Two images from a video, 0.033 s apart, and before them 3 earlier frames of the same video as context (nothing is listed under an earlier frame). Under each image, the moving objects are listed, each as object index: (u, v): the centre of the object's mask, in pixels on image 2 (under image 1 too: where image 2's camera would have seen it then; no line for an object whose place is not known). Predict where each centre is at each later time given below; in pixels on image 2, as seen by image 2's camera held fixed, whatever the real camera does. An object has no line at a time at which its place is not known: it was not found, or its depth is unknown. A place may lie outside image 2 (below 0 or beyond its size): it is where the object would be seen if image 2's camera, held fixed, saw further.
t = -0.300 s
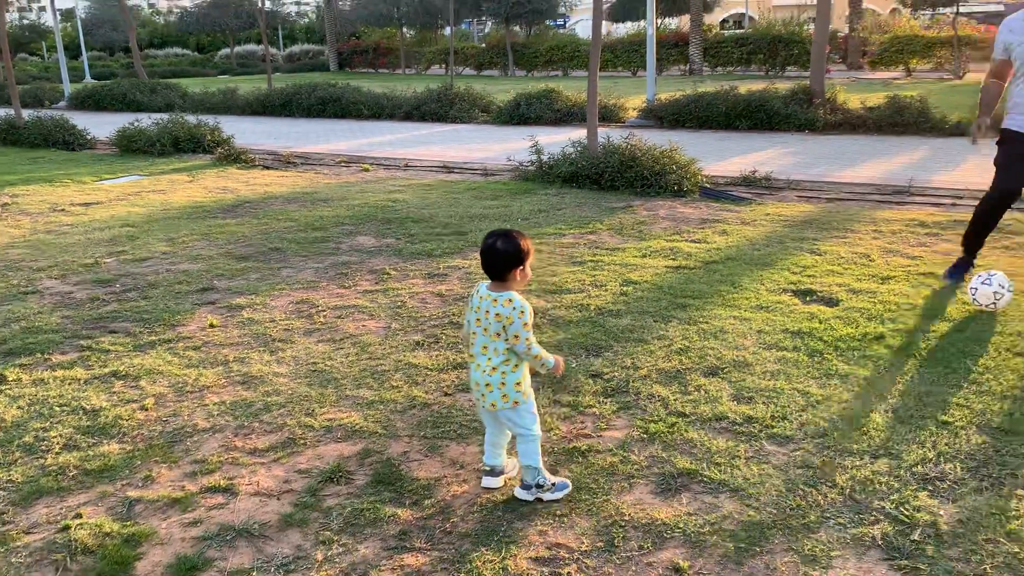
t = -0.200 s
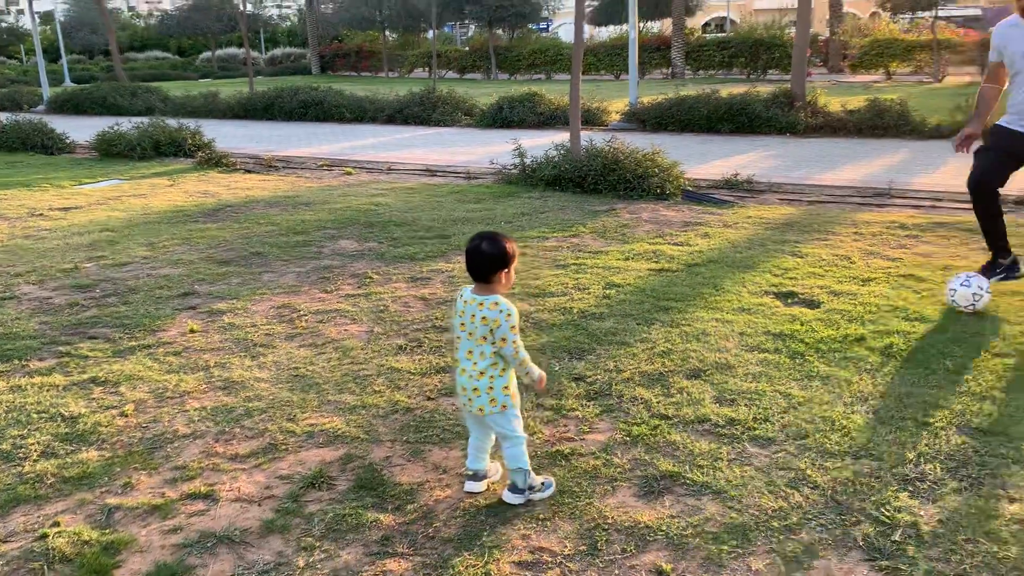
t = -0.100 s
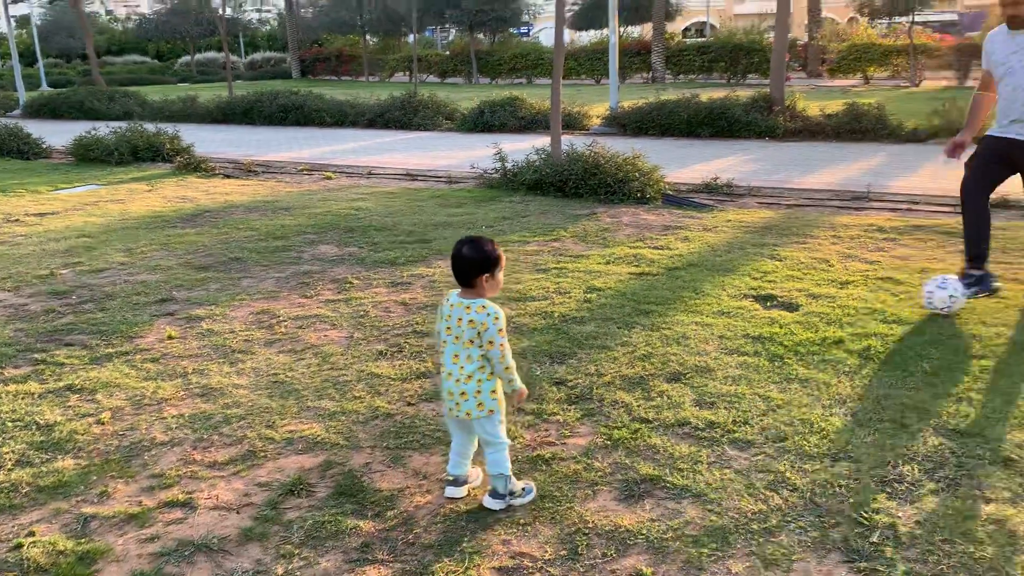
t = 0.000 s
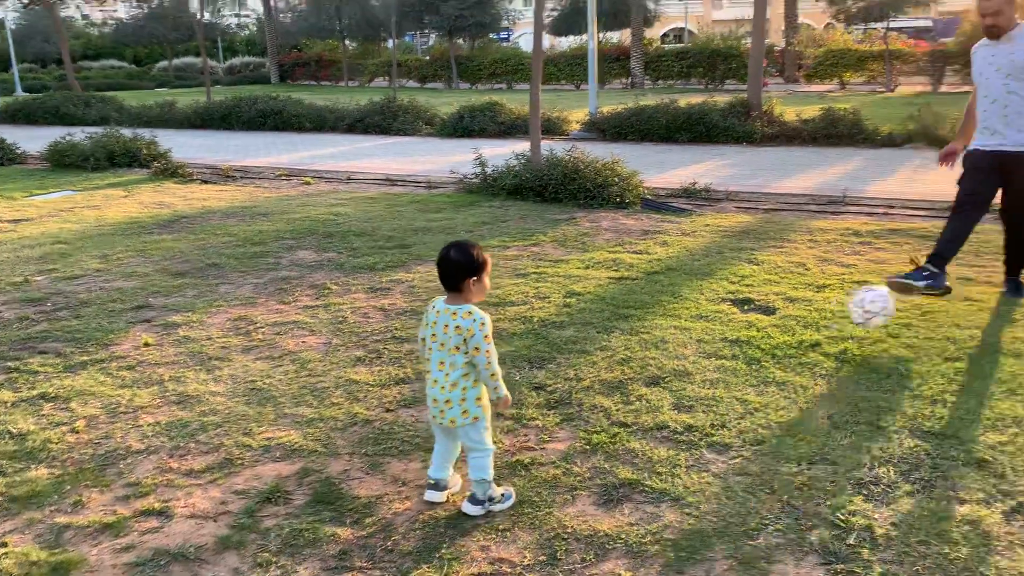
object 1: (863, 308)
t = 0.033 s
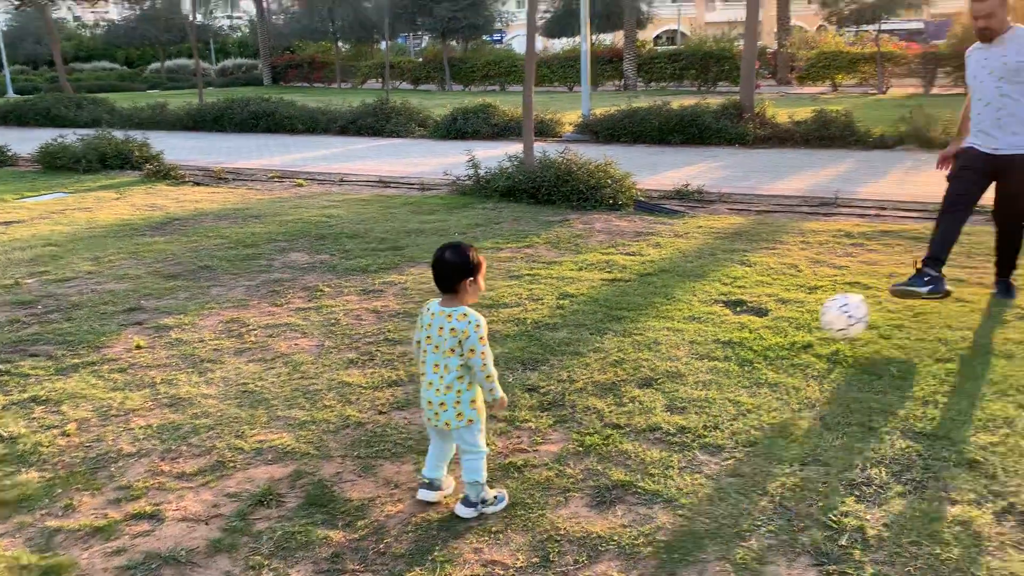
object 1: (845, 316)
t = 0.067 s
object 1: (827, 325)
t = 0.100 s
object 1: (806, 334)
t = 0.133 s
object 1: (785, 346)
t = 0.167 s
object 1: (763, 361)
